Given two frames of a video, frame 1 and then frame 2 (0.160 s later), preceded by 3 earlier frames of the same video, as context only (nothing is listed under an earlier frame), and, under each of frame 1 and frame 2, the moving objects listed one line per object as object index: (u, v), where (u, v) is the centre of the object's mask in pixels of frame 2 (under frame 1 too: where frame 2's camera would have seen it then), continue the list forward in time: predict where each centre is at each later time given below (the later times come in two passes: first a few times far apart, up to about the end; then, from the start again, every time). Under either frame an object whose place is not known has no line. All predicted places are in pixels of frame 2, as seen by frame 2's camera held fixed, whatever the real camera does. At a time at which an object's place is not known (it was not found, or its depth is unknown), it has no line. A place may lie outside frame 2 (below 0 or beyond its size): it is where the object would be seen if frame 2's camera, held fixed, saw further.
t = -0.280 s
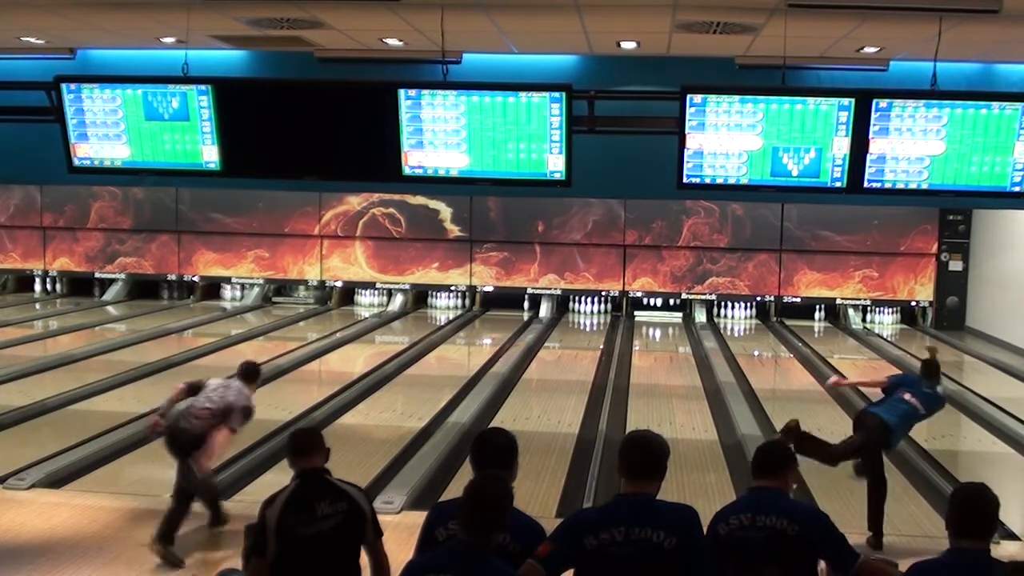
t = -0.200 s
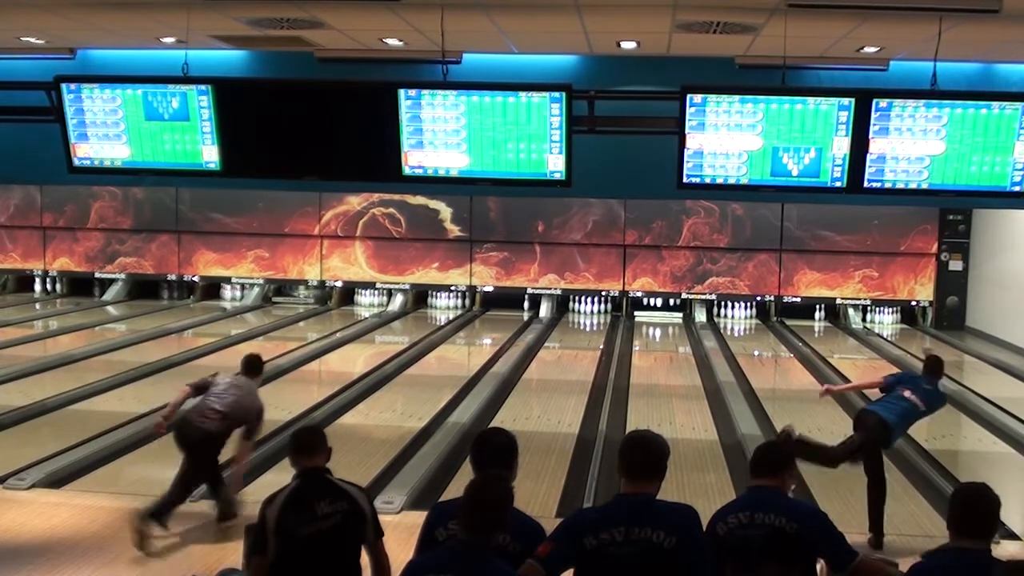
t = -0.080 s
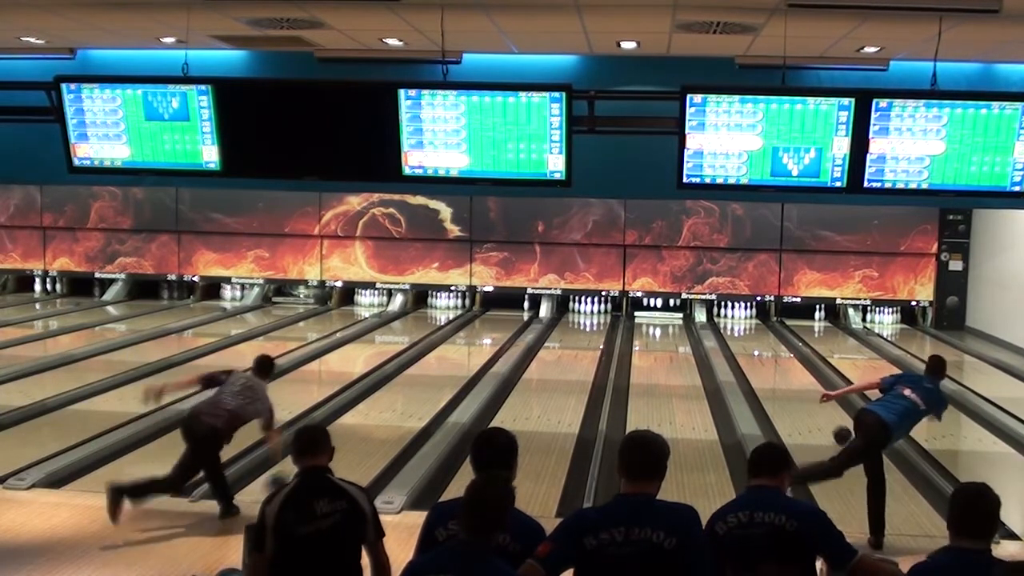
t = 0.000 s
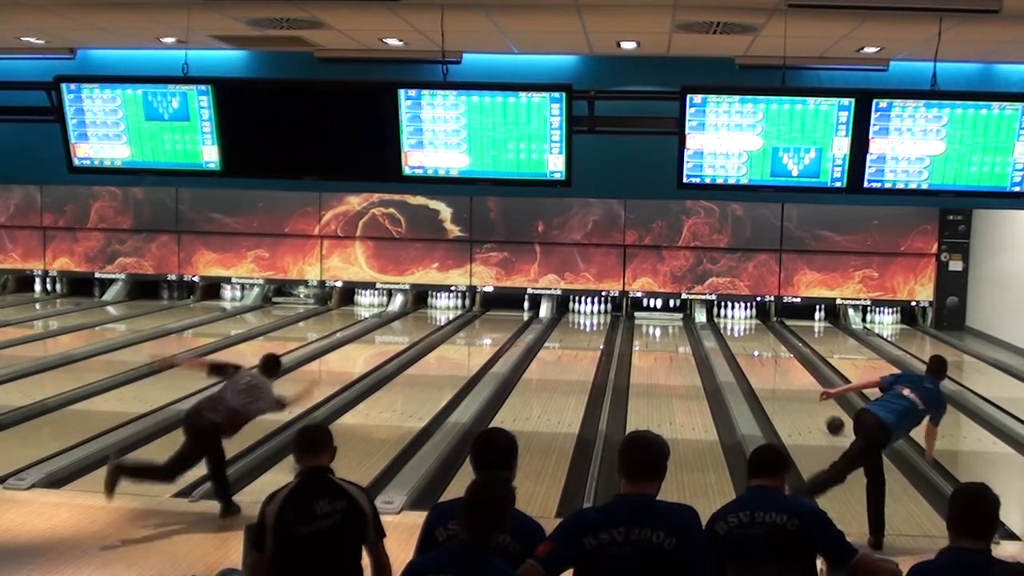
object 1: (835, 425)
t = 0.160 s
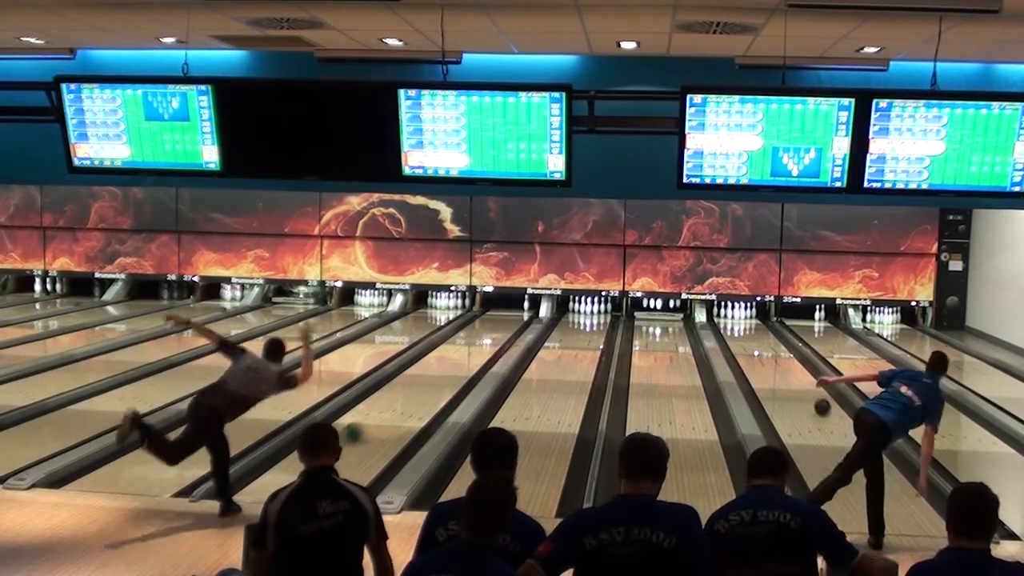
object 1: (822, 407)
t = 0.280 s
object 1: (814, 395)
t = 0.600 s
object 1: (794, 369)
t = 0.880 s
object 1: (780, 352)
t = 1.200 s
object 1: (765, 336)
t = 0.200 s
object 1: (819, 403)
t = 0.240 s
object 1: (816, 399)
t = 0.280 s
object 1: (814, 395)
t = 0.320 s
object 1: (811, 391)
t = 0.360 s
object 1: (808, 388)
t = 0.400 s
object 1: (806, 385)
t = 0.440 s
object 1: (803, 381)
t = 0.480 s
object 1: (801, 378)
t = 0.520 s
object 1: (799, 375)
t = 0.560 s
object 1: (796, 372)
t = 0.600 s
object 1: (794, 369)
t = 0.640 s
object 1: (792, 366)
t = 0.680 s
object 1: (790, 364)
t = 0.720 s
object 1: (788, 361)
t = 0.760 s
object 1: (786, 359)
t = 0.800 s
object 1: (784, 357)
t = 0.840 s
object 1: (782, 354)
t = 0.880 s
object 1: (780, 352)
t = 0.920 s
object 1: (778, 350)
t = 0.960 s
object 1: (776, 348)
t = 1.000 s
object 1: (774, 346)
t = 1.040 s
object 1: (773, 344)
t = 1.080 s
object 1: (771, 342)
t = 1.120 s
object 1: (769, 340)
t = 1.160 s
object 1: (767, 338)
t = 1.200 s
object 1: (765, 336)
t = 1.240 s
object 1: (763, 335)
